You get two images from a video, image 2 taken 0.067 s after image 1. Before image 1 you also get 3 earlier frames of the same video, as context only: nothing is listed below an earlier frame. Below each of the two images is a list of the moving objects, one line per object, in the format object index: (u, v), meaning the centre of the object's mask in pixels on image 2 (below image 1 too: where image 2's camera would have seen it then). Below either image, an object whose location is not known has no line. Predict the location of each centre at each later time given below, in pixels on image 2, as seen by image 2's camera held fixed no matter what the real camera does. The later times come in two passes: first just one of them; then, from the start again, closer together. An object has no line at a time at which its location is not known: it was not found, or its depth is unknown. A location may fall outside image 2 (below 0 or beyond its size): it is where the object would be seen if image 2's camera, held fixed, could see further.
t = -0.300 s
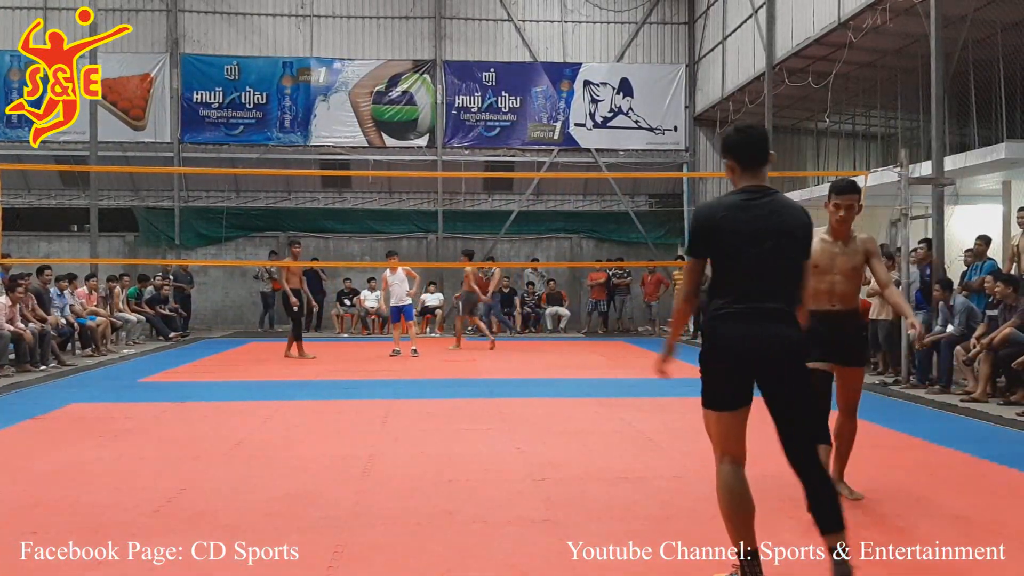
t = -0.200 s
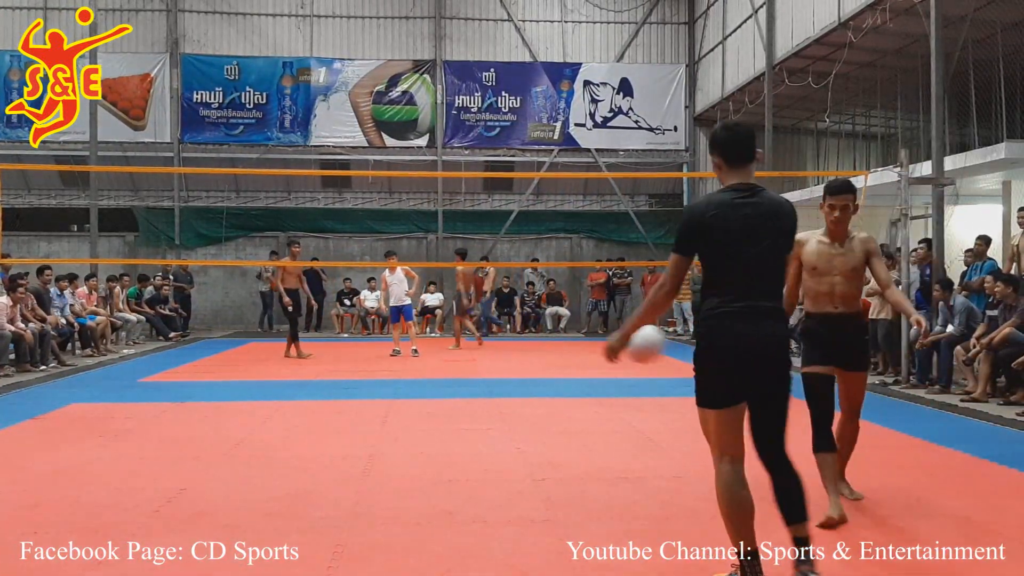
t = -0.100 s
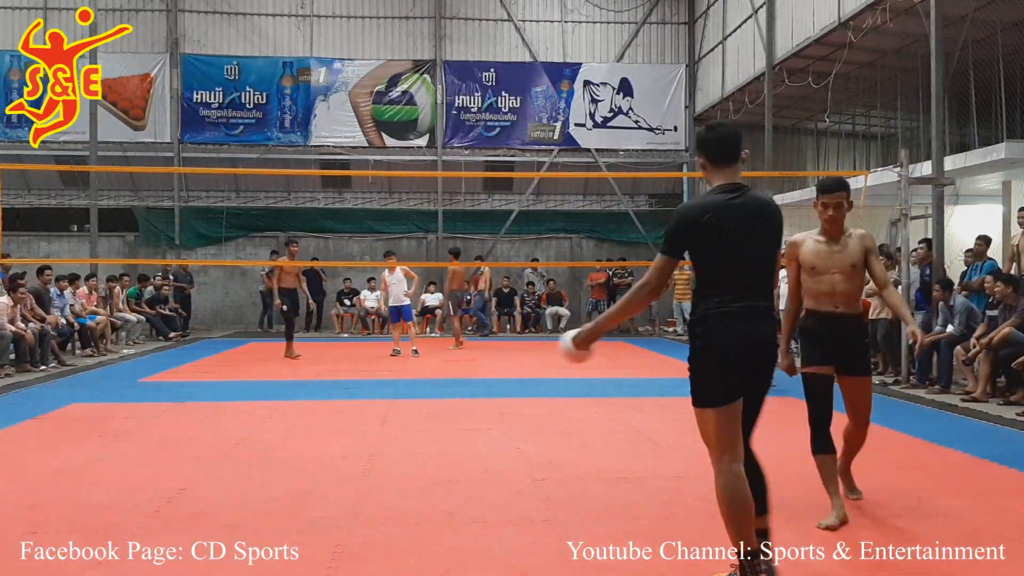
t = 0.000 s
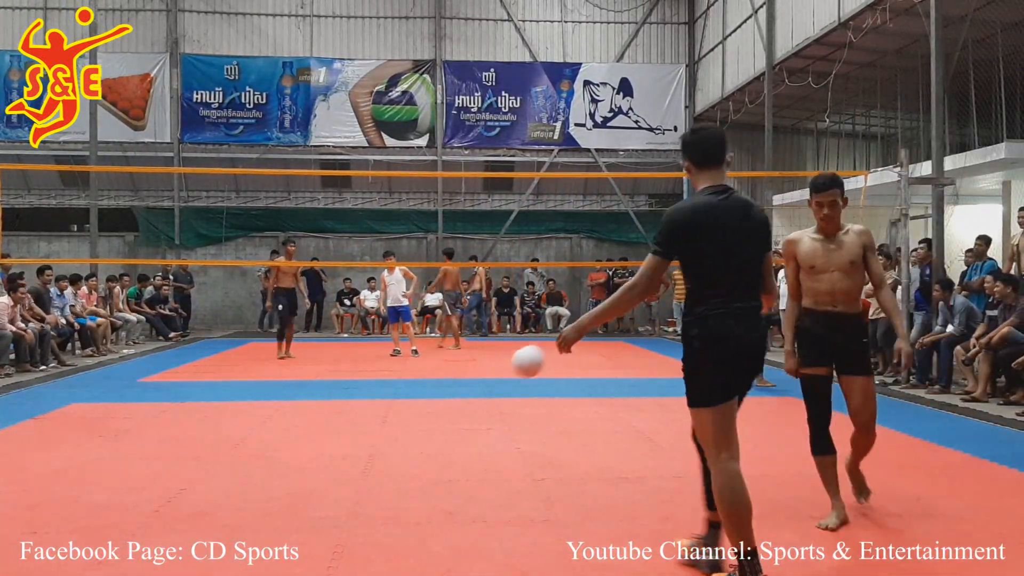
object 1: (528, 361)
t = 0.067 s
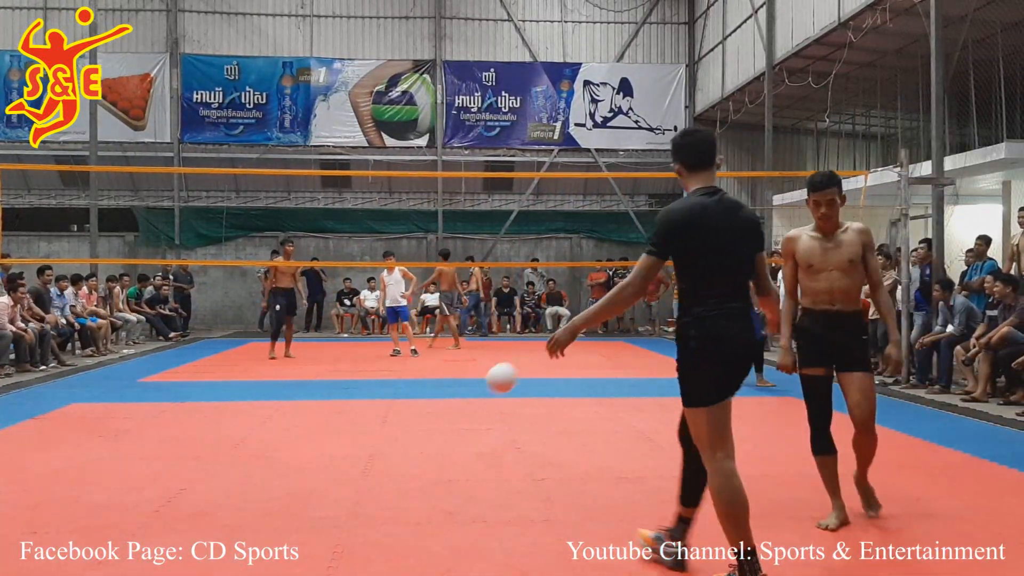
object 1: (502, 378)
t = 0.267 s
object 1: (446, 380)
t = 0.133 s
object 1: (479, 397)
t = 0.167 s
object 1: (468, 409)
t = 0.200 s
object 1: (459, 409)
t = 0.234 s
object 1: (452, 393)
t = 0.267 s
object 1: (446, 380)
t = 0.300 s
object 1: (439, 369)
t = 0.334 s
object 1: (433, 360)
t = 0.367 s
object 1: (427, 352)
